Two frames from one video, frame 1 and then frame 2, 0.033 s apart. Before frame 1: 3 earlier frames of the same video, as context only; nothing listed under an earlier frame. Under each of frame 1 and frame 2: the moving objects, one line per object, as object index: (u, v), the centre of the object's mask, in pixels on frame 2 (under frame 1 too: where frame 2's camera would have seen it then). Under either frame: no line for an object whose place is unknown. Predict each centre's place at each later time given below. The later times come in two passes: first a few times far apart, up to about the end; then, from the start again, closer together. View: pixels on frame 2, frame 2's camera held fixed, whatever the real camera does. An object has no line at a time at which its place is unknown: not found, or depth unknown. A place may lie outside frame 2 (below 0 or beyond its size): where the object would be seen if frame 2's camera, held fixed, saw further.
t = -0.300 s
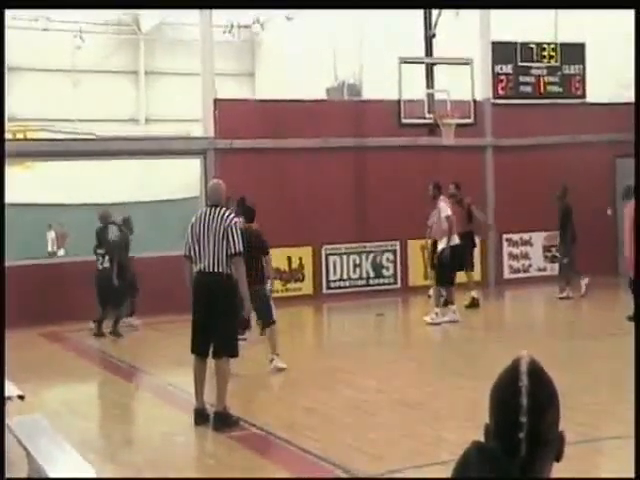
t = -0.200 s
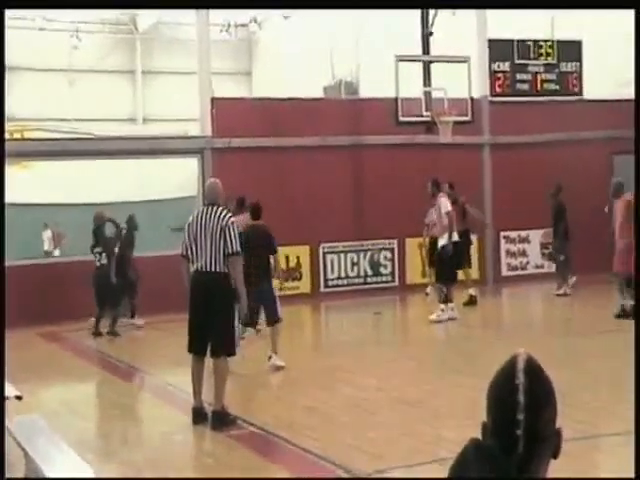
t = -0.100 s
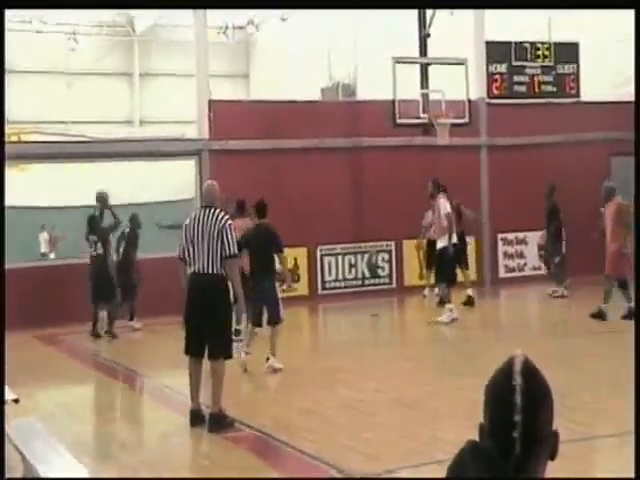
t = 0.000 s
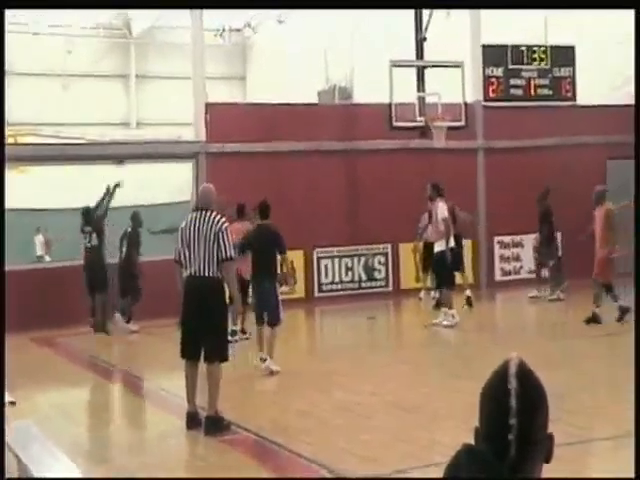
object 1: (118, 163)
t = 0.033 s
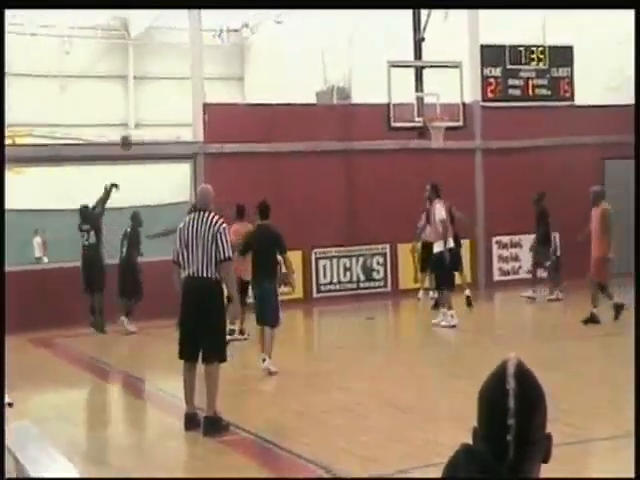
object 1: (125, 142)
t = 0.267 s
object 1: (187, 53)
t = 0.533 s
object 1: (254, 3)
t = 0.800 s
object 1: (318, 2)
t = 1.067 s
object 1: (377, 47)
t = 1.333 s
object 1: (419, 111)
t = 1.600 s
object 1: (412, 103)
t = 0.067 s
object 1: (135, 126)
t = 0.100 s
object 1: (144, 111)
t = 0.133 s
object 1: (152, 98)
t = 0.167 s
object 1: (161, 86)
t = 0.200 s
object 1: (170, 74)
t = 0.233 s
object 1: (179, 63)
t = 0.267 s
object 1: (187, 53)
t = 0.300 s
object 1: (196, 45)
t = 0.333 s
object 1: (205, 35)
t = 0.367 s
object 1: (213, 29)
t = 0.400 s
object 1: (221, 22)
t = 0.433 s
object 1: (229, 16)
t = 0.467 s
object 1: (238, 11)
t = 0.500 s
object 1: (246, 7)
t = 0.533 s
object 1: (254, 3)
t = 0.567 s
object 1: (262, 1)
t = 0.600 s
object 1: (271, -1)
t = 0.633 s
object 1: (279, -3)
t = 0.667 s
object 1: (287, -2)
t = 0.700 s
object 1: (294, -2)
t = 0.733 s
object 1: (302, -1)
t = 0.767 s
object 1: (310, 0)
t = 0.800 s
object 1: (318, 2)
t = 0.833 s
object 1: (325, 6)
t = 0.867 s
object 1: (333, 10)
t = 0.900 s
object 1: (340, 14)
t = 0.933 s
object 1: (348, 20)
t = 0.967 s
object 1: (356, 26)
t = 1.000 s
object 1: (362, 32)
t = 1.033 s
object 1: (370, 39)
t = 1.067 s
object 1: (377, 47)
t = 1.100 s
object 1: (384, 55)
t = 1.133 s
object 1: (391, 64)
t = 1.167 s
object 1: (399, 74)
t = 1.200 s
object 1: (405, 83)
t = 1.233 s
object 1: (412, 94)
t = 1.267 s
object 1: (419, 110)
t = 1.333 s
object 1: (419, 111)
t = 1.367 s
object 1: (417, 109)
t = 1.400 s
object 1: (417, 107)
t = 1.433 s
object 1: (417, 104)
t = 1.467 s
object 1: (416, 103)
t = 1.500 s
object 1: (415, 101)
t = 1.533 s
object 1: (414, 101)
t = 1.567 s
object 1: (413, 102)
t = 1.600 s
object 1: (412, 103)
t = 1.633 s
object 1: (411, 105)
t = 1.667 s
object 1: (410, 109)
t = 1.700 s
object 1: (409, 114)
